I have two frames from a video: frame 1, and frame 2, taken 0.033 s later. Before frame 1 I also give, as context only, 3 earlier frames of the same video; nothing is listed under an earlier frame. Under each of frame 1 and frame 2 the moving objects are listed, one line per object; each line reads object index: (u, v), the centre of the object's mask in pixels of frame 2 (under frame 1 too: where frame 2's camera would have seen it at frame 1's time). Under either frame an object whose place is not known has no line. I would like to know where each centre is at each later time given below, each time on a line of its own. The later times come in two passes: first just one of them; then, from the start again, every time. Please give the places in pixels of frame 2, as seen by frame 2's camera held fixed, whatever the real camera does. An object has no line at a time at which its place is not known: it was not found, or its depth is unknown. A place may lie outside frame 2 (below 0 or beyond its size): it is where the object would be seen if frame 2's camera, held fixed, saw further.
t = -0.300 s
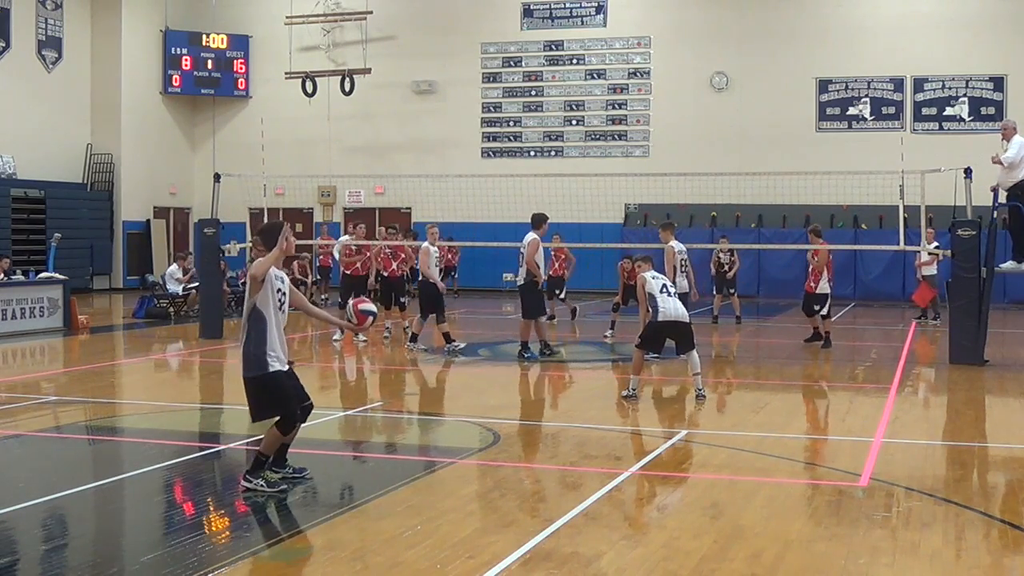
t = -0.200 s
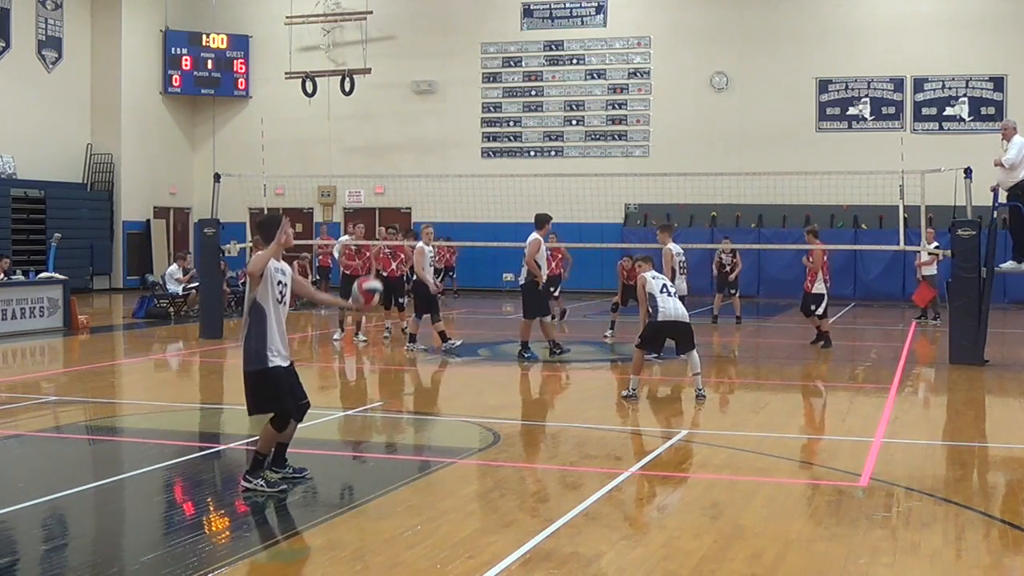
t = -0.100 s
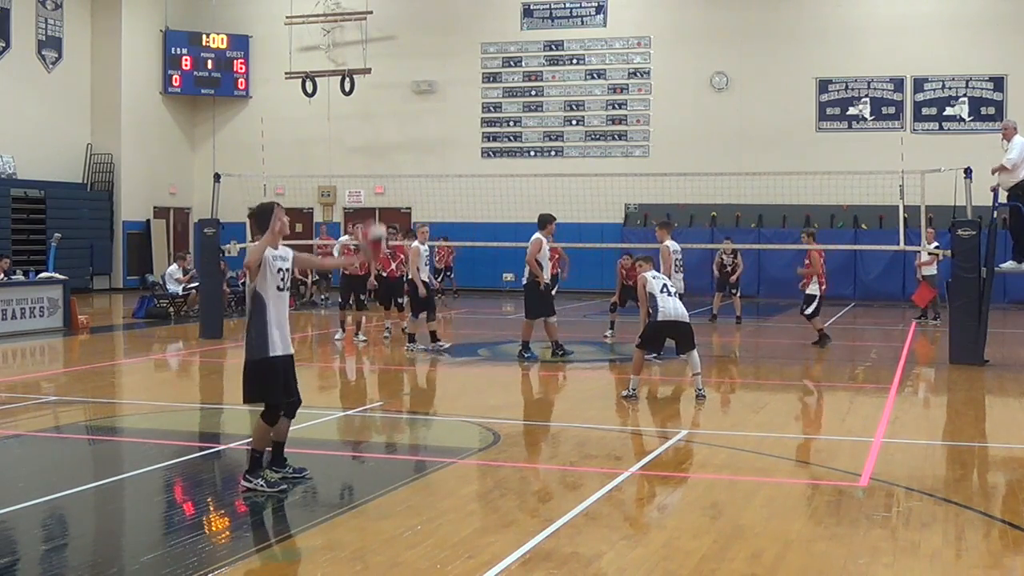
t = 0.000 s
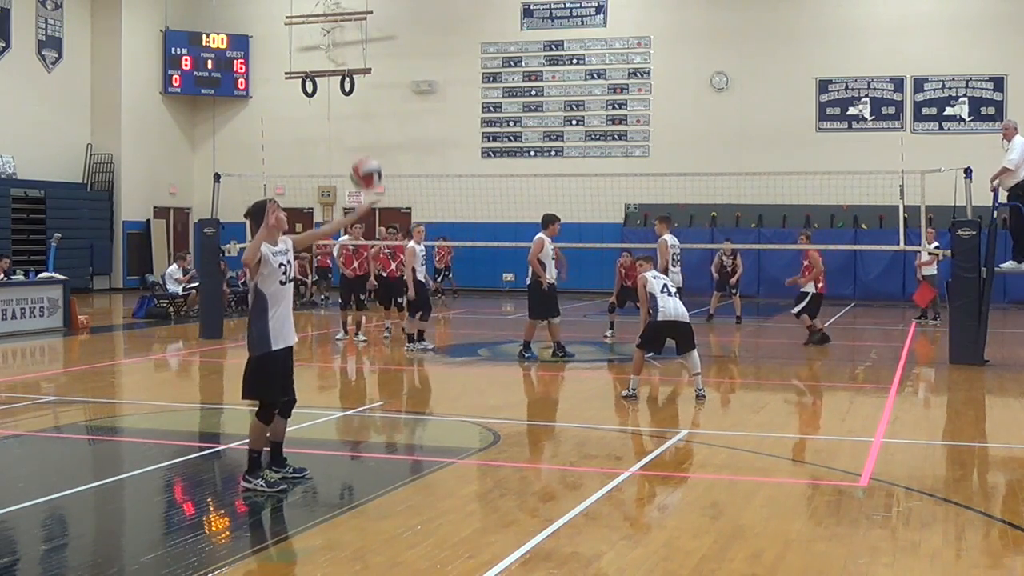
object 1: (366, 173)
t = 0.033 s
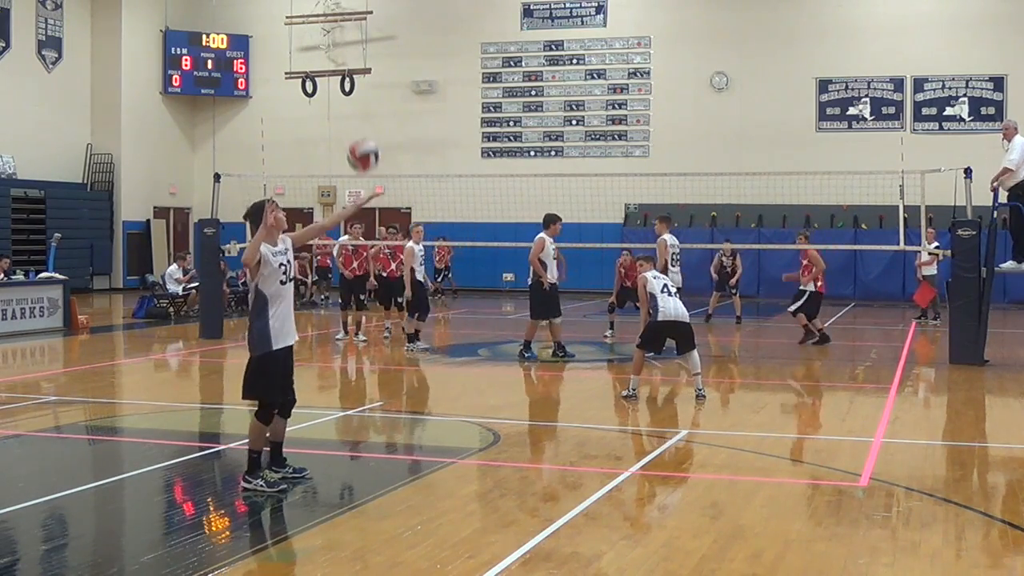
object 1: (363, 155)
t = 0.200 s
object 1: (348, 88)
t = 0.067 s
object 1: (360, 138)
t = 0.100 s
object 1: (357, 123)
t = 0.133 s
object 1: (354, 110)
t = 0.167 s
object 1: (350, 98)
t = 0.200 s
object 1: (348, 88)
